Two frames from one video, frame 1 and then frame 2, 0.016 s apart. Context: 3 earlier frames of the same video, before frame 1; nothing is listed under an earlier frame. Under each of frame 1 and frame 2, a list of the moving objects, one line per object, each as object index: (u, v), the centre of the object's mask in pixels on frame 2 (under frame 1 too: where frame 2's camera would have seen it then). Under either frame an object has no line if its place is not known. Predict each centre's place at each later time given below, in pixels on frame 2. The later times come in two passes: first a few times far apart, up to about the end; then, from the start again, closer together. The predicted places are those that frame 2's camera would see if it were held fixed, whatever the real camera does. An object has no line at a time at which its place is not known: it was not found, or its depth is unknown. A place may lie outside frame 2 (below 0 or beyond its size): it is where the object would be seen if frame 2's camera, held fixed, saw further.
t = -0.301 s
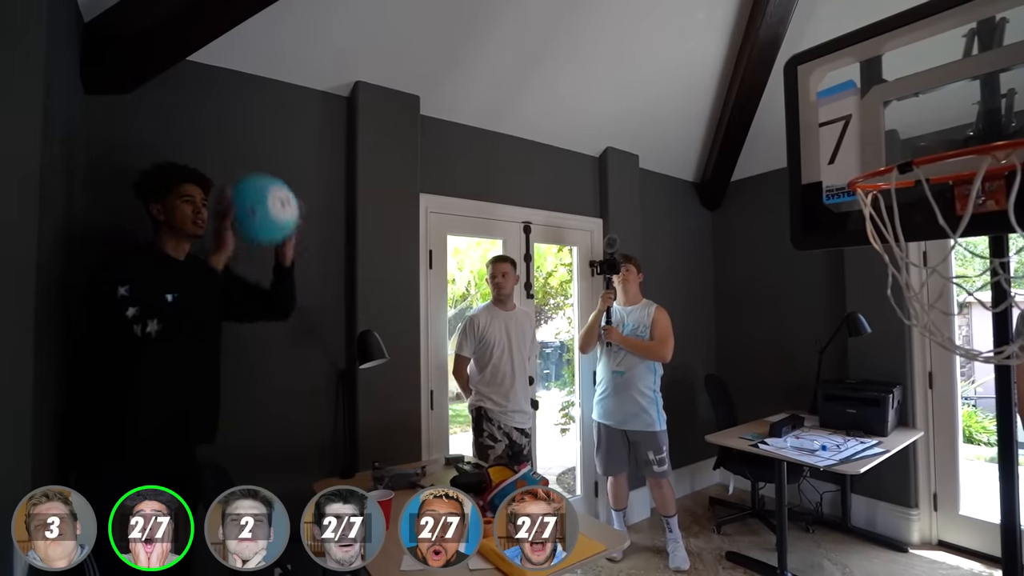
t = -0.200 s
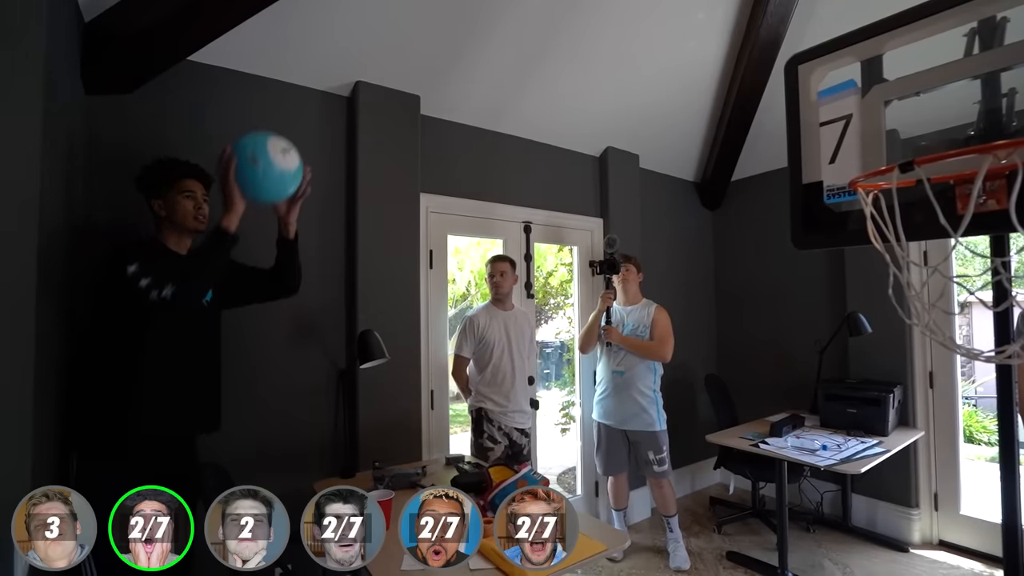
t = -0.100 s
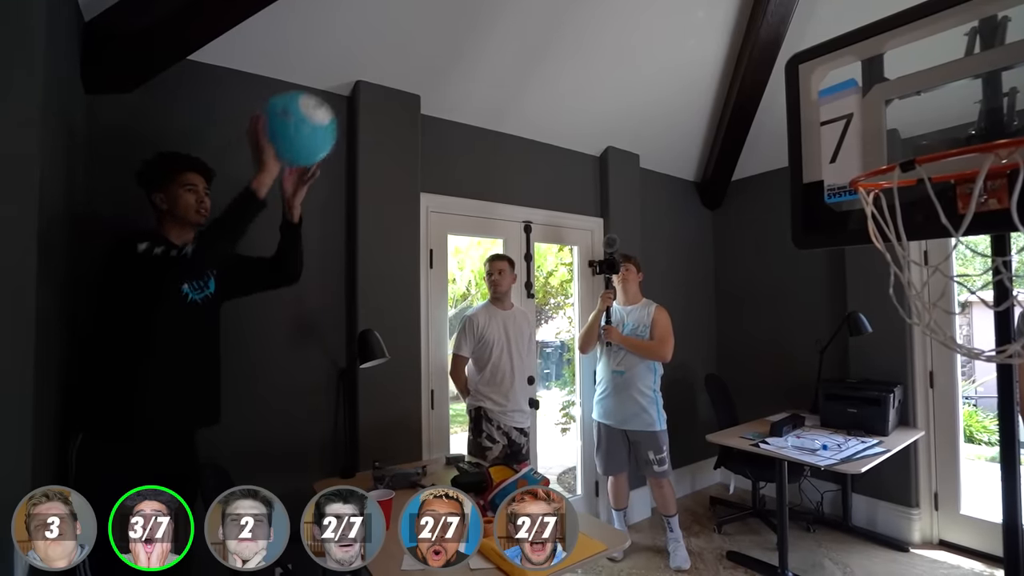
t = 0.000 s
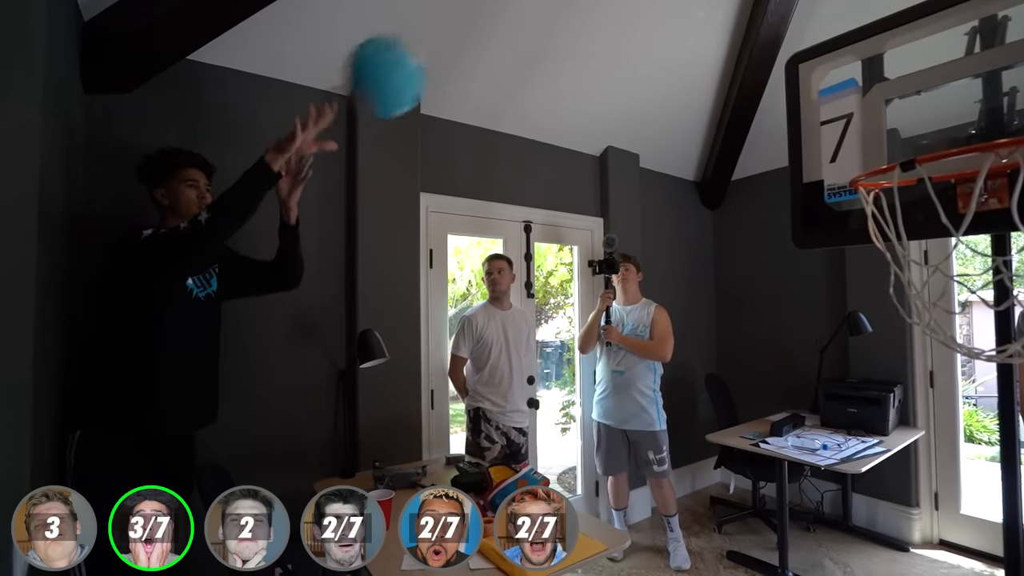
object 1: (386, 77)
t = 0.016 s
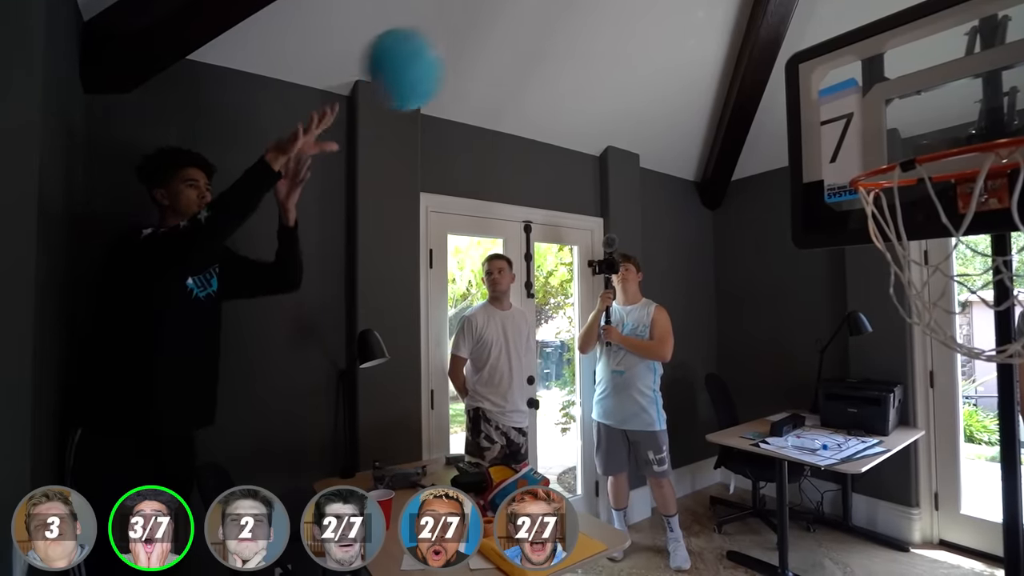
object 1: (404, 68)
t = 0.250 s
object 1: (709, 71)
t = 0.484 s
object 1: (989, 204)
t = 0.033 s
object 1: (423, 61)
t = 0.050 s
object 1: (441, 56)
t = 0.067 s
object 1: (460, 51)
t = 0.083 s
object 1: (478, 48)
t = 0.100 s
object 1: (500, 44)
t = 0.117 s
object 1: (520, 43)
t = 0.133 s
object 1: (541, 43)
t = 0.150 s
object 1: (563, 42)
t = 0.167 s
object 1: (584, 44)
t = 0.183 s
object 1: (606, 46)
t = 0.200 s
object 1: (630, 50)
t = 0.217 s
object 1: (652, 55)
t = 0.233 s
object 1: (679, 61)
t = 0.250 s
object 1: (709, 71)
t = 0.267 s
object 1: (732, 79)
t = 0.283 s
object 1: (764, 89)
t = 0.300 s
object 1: (787, 101)
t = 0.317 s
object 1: (817, 117)
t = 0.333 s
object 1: (850, 130)
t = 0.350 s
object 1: (873, 139)
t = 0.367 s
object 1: (891, 142)
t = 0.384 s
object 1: (906, 141)
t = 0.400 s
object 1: (924, 153)
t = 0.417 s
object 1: (945, 161)
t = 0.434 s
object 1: (961, 170)
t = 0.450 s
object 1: (971, 177)
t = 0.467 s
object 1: (981, 196)
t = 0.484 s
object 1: (989, 204)
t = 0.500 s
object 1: (1000, 214)
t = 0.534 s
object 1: (1016, 251)
